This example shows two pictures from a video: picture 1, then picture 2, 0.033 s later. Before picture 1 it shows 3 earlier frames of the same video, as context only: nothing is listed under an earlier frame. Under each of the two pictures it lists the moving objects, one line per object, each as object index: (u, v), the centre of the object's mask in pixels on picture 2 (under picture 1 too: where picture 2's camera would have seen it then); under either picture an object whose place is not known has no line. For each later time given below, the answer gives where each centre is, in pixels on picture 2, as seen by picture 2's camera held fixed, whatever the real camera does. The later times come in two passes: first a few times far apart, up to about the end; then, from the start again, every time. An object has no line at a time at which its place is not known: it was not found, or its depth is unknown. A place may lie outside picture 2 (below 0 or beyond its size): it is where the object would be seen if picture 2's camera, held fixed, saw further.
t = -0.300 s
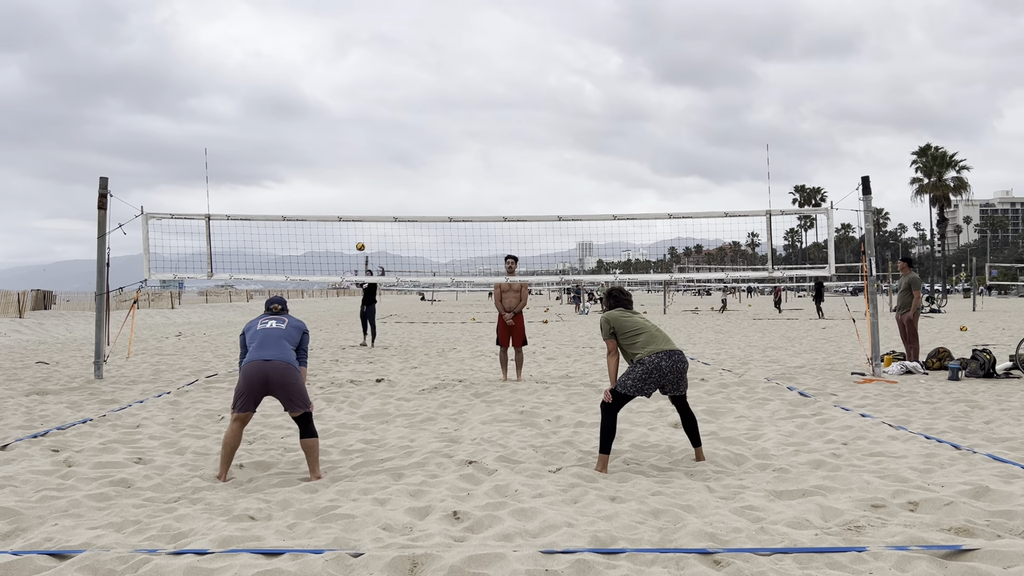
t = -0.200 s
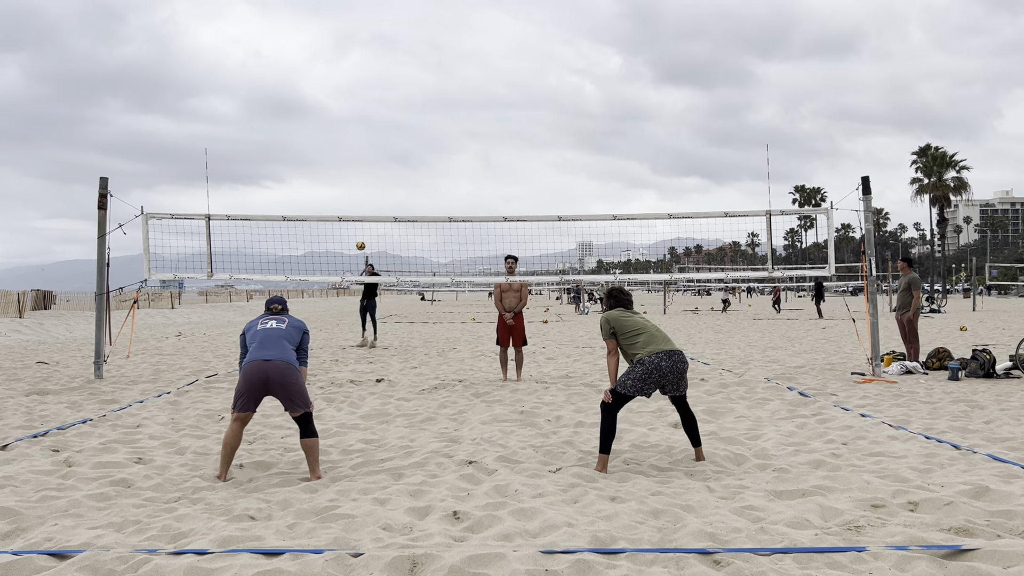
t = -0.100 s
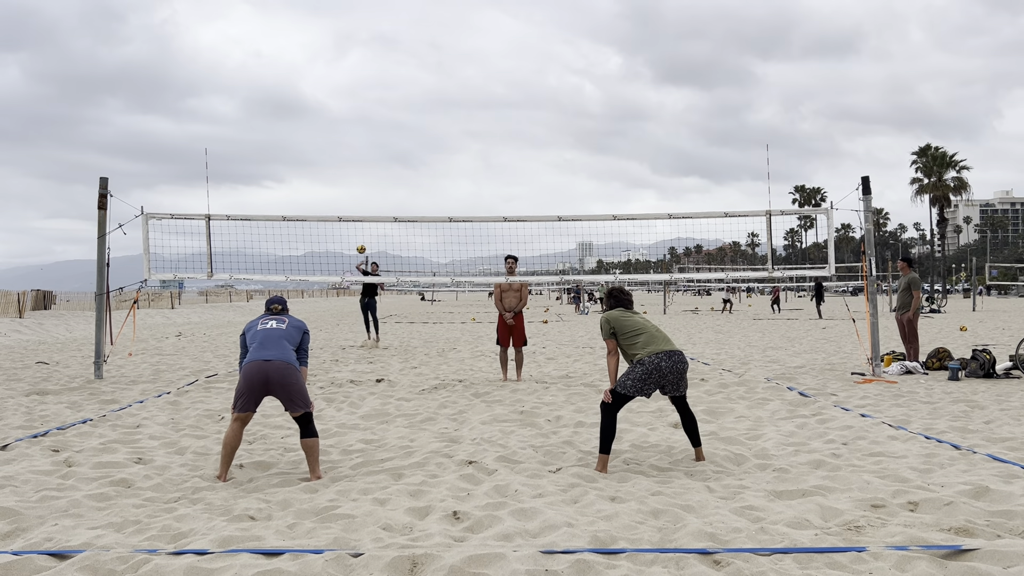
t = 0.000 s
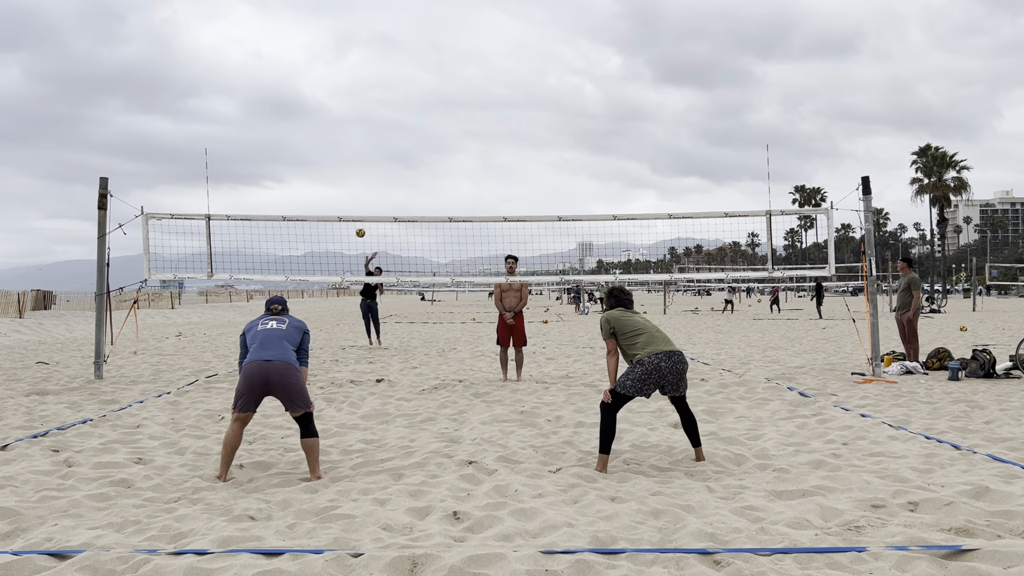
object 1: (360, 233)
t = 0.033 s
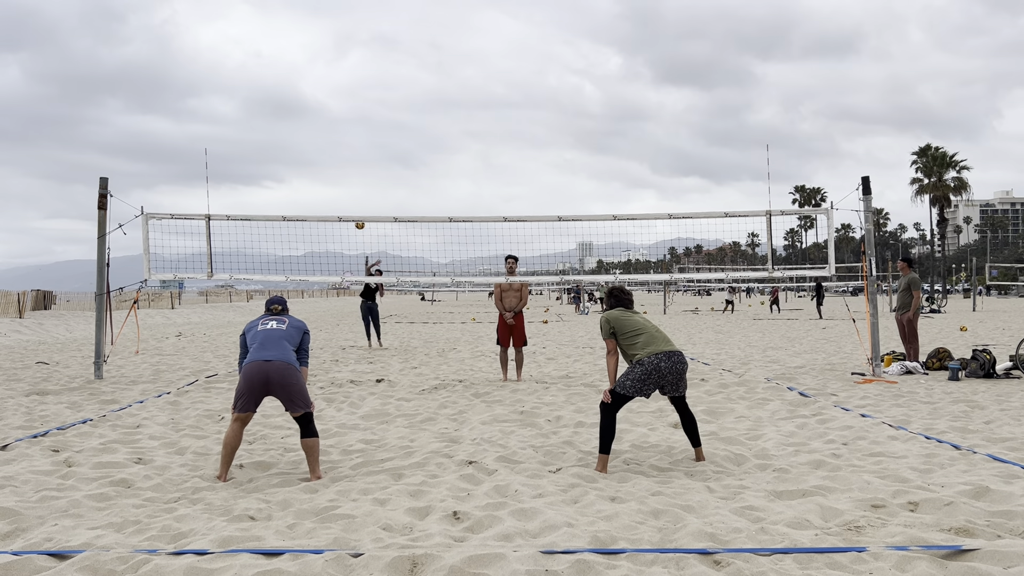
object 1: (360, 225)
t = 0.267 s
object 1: (355, 174)
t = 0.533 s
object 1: (351, 136)
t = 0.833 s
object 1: (347, 136)
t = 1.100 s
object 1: (344, 212)
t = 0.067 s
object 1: (359, 214)
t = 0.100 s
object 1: (358, 209)
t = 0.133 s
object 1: (358, 201)
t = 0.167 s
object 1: (357, 194)
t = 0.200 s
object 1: (356, 187)
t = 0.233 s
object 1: (355, 180)
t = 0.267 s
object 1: (355, 174)
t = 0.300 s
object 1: (354, 168)
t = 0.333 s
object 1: (354, 162)
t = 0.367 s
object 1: (353, 157)
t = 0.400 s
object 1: (352, 152)
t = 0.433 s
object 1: (352, 148)
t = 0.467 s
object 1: (352, 143)
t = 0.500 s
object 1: (351, 139)
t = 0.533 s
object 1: (351, 136)
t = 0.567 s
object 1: (351, 133)
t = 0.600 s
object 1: (350, 131)
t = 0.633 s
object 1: (350, 130)
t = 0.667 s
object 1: (349, 129)
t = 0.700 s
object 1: (349, 129)
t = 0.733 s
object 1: (349, 129)
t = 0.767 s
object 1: (348, 131)
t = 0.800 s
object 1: (348, 133)
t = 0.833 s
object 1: (347, 136)
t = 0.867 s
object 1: (347, 140)
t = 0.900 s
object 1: (346, 146)
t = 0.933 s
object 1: (345, 153)
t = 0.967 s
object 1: (345, 161)
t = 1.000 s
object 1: (344, 171)
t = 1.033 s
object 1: (344, 182)
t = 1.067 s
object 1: (344, 196)
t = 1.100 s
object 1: (344, 212)
